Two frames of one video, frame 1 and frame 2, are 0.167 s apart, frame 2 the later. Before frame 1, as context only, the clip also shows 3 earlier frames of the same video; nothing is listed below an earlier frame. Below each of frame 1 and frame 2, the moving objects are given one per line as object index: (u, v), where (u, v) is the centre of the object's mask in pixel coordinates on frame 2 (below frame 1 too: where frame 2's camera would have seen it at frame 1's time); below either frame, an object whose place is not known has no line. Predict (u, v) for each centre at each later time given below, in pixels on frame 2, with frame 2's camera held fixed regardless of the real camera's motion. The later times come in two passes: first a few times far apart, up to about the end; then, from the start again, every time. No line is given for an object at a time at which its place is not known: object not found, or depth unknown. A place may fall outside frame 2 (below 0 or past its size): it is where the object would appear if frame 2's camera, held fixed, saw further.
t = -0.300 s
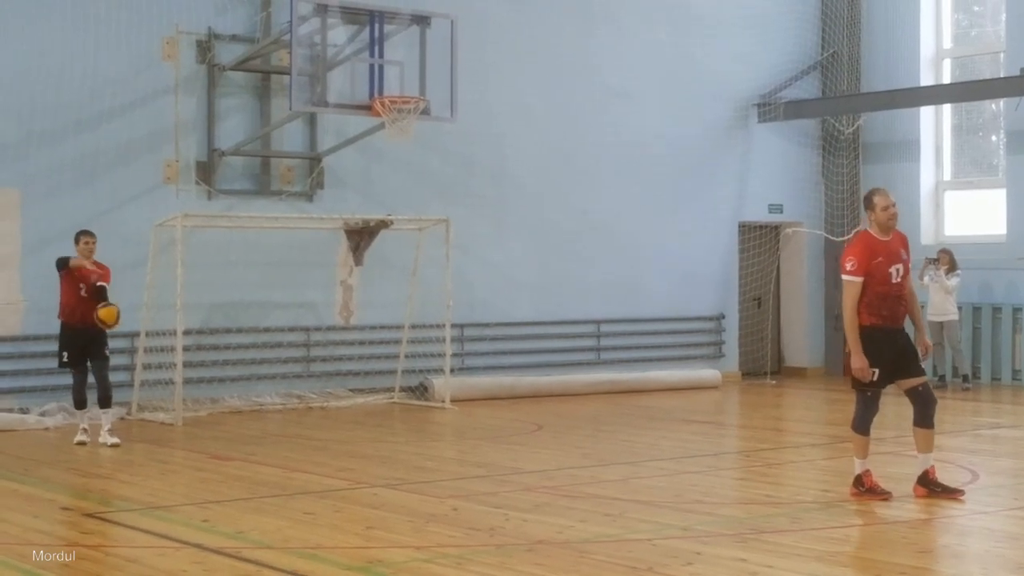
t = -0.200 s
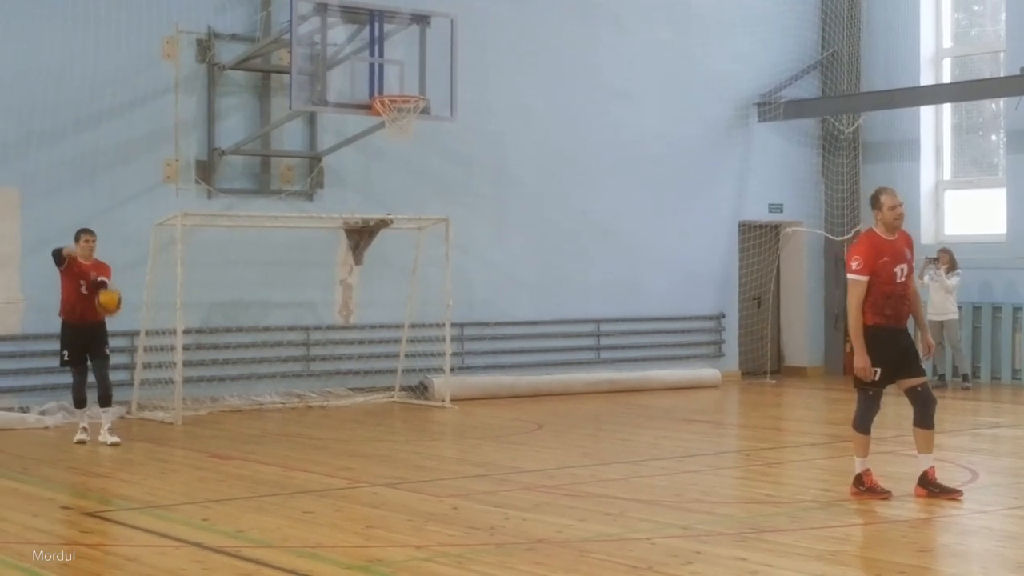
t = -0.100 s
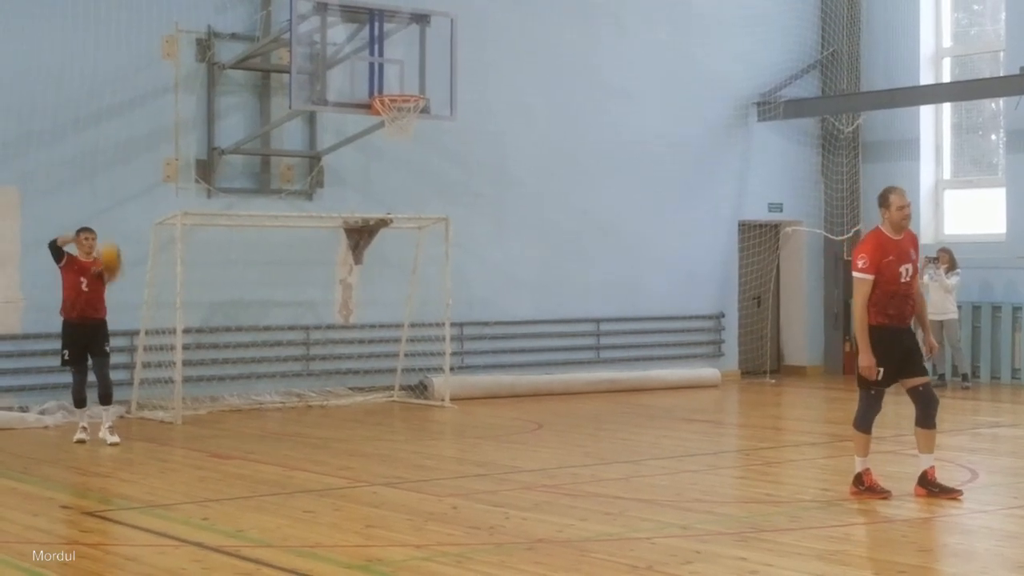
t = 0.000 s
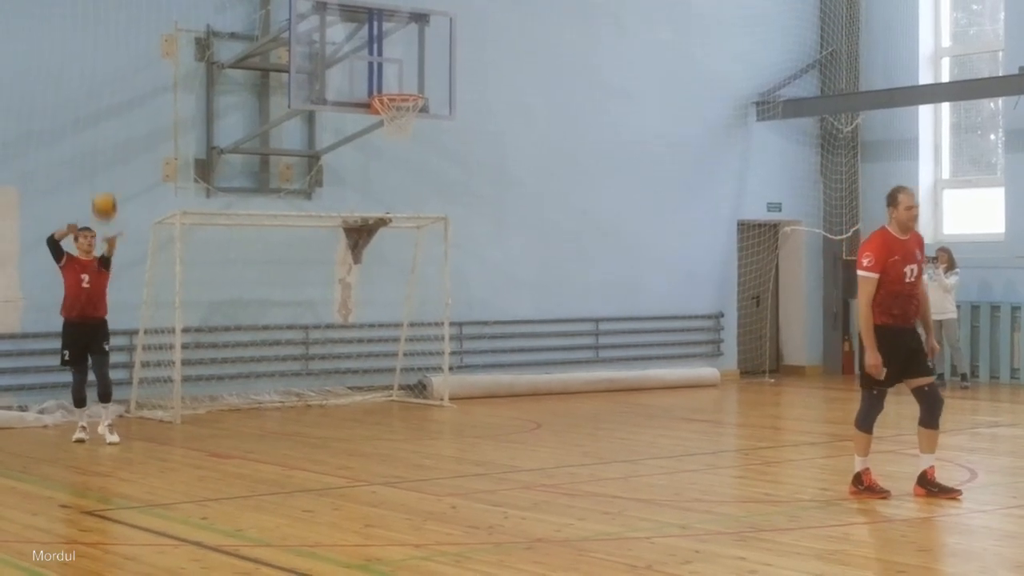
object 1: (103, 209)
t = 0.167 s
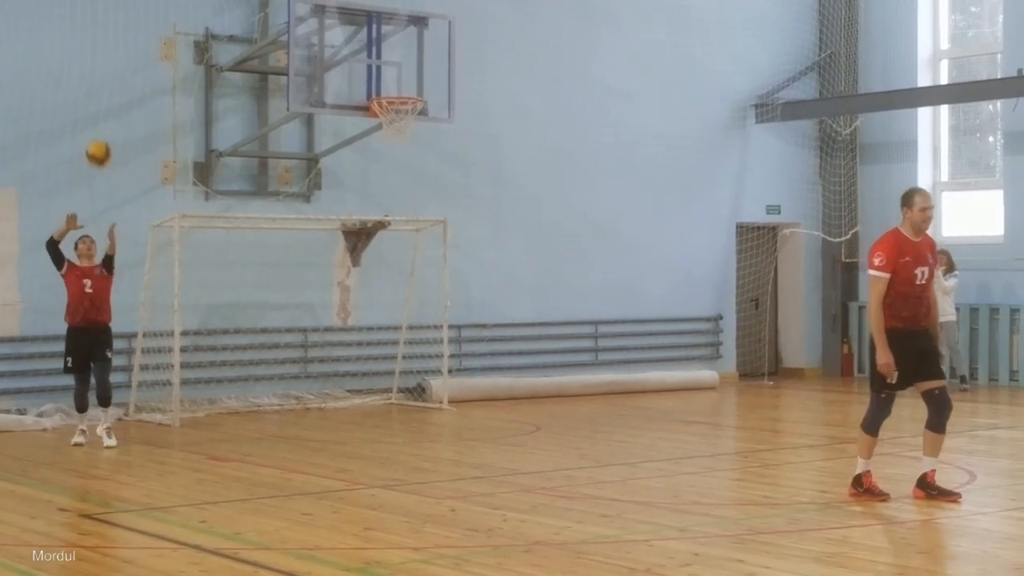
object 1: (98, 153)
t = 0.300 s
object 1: (95, 132)
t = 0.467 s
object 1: (91, 135)
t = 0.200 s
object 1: (97, 146)
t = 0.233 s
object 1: (96, 140)
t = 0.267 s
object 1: (95, 135)
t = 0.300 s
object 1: (95, 132)
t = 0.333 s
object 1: (94, 130)
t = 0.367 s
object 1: (93, 129)
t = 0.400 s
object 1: (93, 130)
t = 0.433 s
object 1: (92, 132)
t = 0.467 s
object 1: (91, 135)
